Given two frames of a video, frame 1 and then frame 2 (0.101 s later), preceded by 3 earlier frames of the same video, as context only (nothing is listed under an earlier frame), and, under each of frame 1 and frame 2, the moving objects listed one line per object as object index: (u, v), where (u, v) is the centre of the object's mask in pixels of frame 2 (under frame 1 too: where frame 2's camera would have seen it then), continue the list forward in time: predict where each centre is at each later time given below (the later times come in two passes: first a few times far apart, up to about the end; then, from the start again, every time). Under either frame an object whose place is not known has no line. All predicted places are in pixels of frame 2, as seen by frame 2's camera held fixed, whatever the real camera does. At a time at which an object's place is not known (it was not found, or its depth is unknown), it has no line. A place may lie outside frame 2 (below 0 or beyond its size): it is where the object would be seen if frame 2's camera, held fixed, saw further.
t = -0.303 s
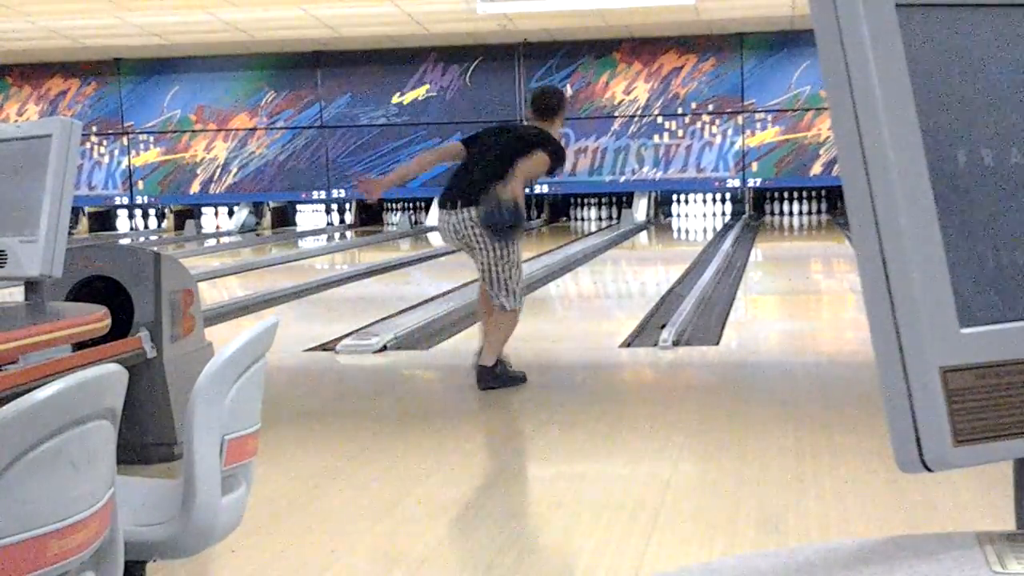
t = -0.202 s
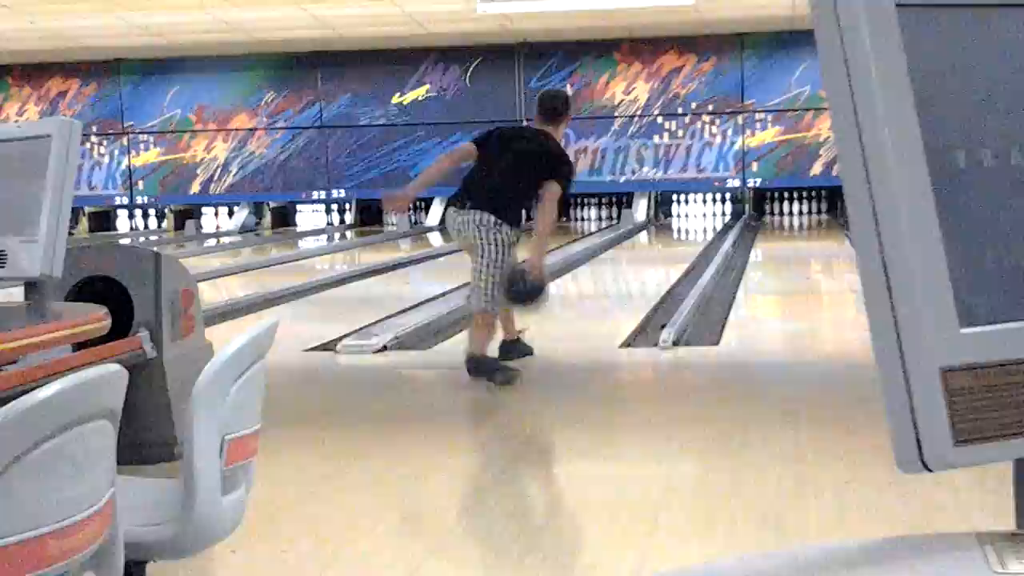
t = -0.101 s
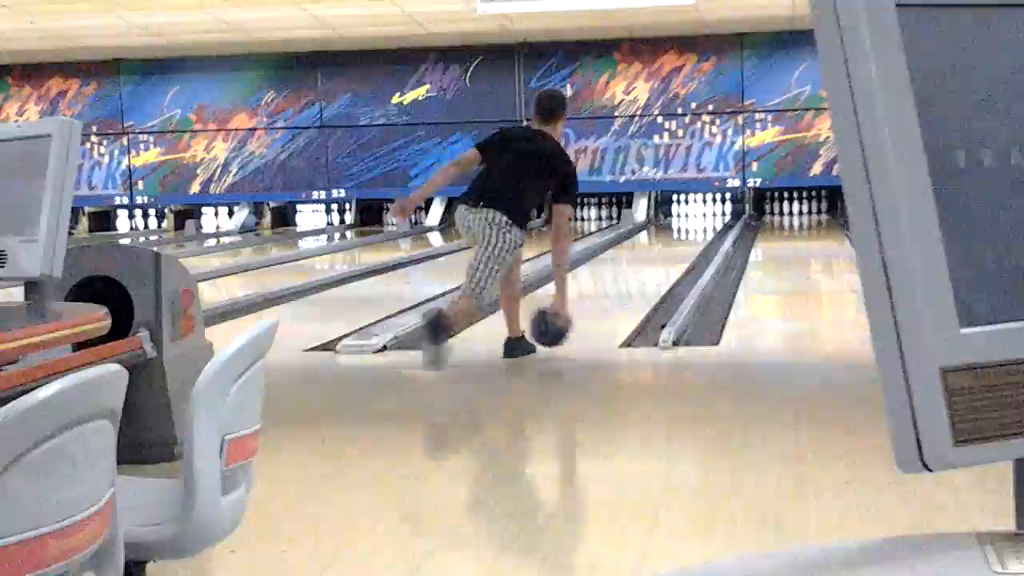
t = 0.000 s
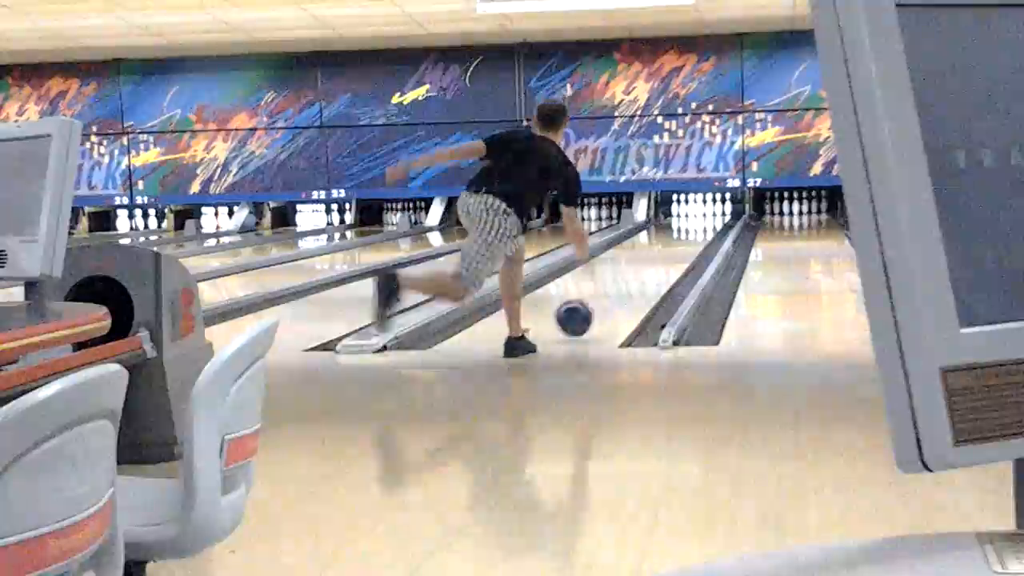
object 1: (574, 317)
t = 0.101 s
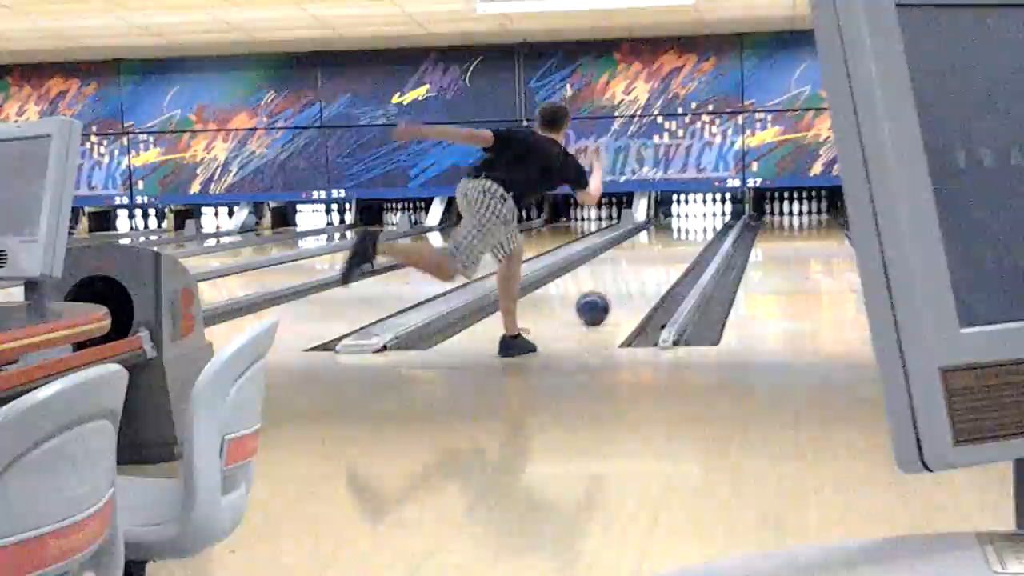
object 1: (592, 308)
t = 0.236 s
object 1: (613, 292)
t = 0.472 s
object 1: (638, 271)
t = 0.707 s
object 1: (657, 257)
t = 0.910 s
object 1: (669, 246)
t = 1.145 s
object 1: (681, 237)
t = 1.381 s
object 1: (689, 229)
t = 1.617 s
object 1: (696, 222)
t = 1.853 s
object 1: (700, 218)
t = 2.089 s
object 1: (701, 214)
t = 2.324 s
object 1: (702, 212)
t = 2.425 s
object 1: (703, 210)
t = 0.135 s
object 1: (598, 304)
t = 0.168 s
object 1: (604, 299)
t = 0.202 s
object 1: (608, 295)
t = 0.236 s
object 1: (613, 292)
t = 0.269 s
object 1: (617, 288)
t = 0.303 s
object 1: (621, 285)
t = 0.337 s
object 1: (625, 282)
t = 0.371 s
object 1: (629, 279)
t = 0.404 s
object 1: (632, 276)
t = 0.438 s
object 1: (635, 274)
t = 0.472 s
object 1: (638, 271)
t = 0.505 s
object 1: (642, 269)
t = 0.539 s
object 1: (644, 266)
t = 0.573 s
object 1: (647, 264)
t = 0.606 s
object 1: (650, 262)
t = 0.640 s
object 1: (652, 260)
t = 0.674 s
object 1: (655, 258)
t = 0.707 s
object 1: (657, 257)
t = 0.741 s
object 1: (659, 255)
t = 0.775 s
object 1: (662, 253)
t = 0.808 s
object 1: (664, 252)
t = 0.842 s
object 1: (666, 250)
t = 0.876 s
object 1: (667, 248)
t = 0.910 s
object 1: (669, 246)
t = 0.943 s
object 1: (671, 245)
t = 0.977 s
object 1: (673, 243)
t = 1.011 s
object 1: (674, 241)
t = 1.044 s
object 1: (677, 240)
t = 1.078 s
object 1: (679, 238)
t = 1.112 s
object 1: (680, 237)
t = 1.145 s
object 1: (681, 237)
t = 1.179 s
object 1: (682, 235)
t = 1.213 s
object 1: (683, 234)
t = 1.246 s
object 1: (684, 233)
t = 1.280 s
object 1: (686, 232)
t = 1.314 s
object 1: (687, 231)
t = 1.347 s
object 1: (688, 230)
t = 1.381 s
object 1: (689, 229)
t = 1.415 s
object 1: (689, 228)
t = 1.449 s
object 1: (691, 226)
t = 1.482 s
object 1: (691, 226)
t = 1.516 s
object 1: (693, 225)
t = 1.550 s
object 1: (693, 224)
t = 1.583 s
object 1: (695, 223)
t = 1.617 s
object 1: (696, 222)
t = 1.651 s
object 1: (696, 222)
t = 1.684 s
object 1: (698, 221)
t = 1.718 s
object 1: (698, 221)
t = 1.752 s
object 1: (699, 220)
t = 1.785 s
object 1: (699, 219)
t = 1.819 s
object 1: (699, 218)
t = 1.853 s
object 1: (700, 218)
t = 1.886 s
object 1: (700, 217)
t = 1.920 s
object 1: (700, 217)
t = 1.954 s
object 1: (700, 216)
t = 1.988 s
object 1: (700, 215)
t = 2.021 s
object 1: (700, 215)
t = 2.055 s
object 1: (700, 214)
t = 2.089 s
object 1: (701, 214)
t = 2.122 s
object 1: (701, 214)
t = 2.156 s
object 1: (701, 213)
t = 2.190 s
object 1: (701, 213)
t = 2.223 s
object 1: (701, 213)
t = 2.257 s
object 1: (702, 213)
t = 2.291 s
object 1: (702, 212)
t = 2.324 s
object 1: (702, 212)
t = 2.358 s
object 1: (703, 211)
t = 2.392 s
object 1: (704, 210)
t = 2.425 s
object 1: (703, 210)
